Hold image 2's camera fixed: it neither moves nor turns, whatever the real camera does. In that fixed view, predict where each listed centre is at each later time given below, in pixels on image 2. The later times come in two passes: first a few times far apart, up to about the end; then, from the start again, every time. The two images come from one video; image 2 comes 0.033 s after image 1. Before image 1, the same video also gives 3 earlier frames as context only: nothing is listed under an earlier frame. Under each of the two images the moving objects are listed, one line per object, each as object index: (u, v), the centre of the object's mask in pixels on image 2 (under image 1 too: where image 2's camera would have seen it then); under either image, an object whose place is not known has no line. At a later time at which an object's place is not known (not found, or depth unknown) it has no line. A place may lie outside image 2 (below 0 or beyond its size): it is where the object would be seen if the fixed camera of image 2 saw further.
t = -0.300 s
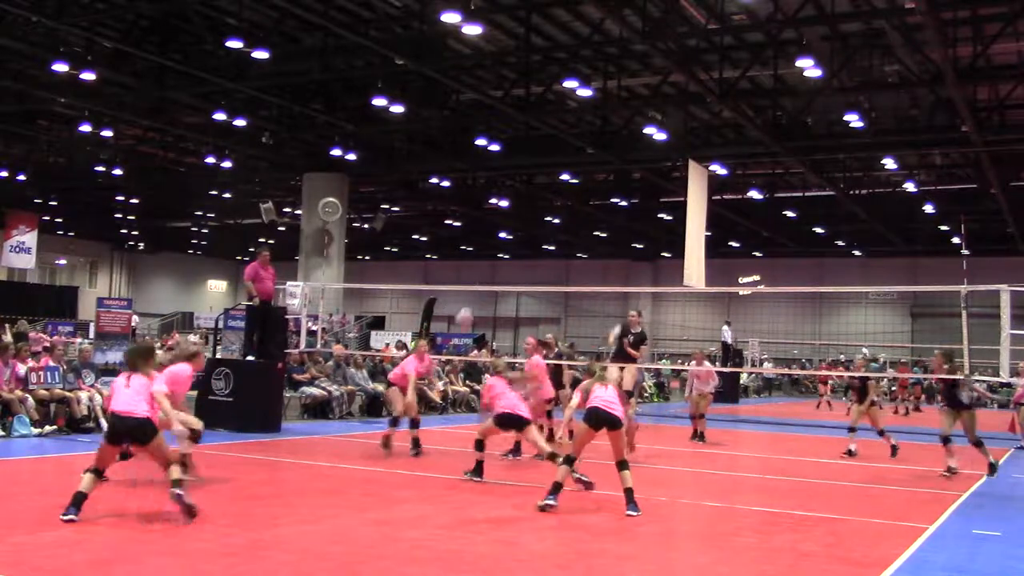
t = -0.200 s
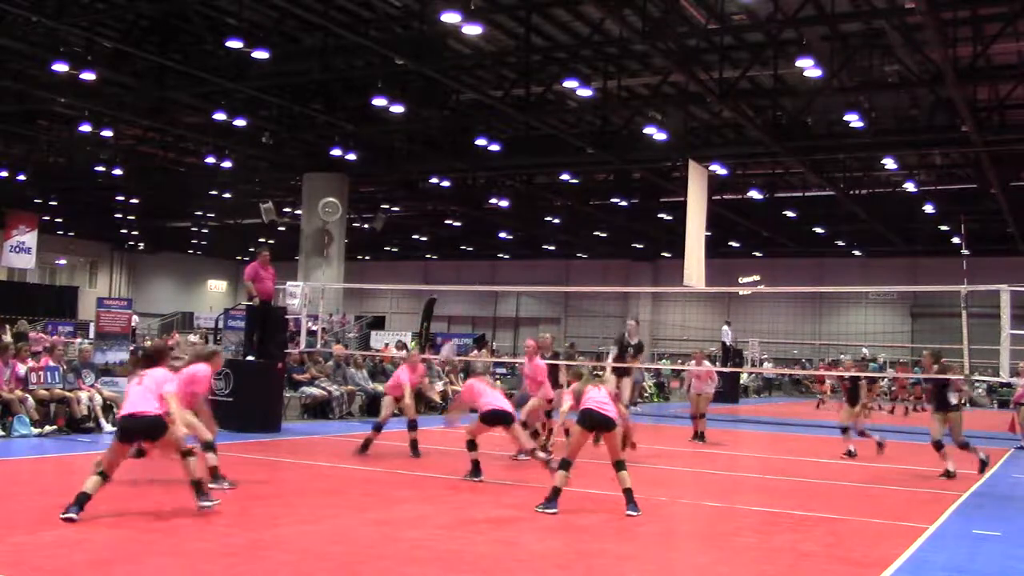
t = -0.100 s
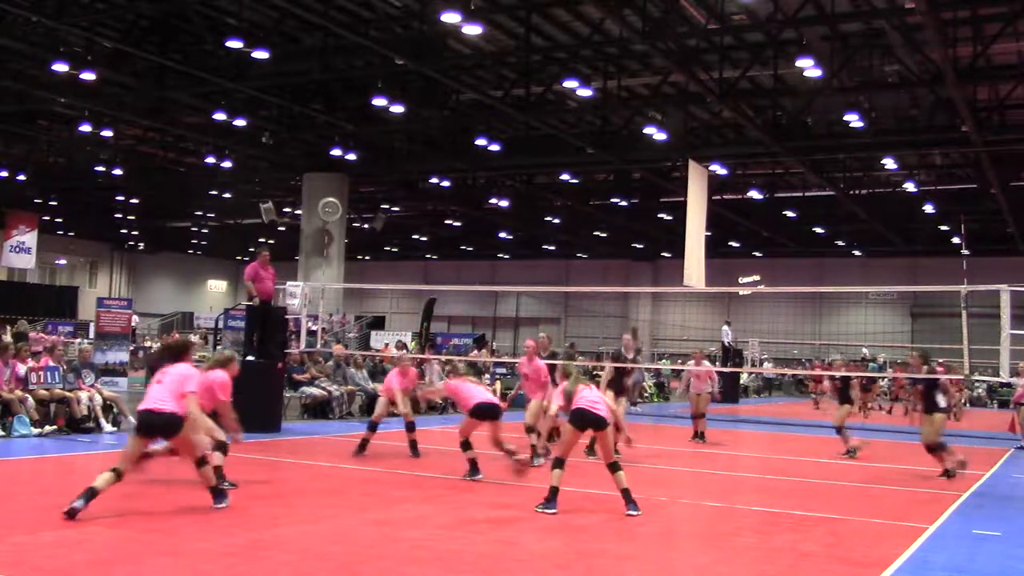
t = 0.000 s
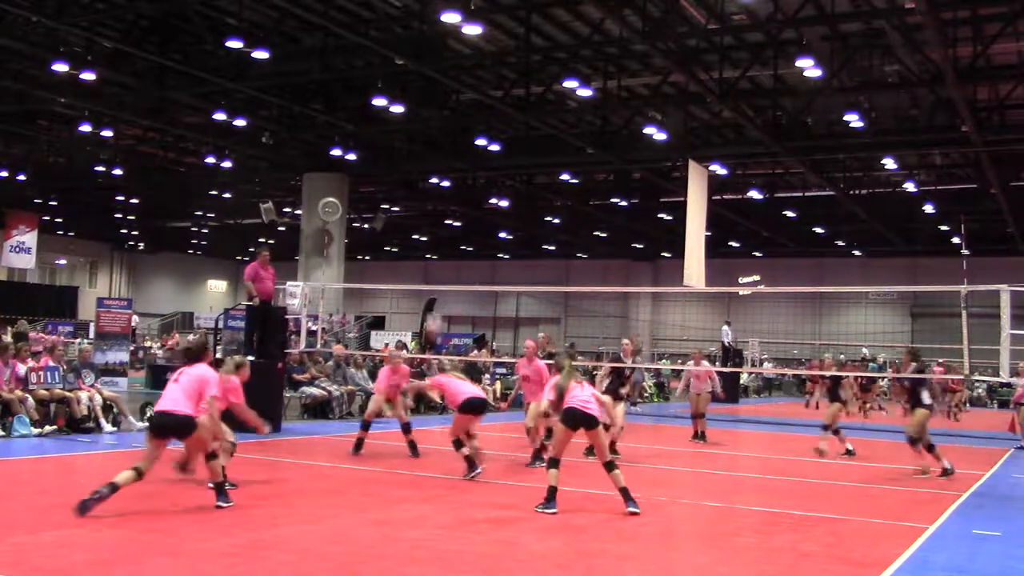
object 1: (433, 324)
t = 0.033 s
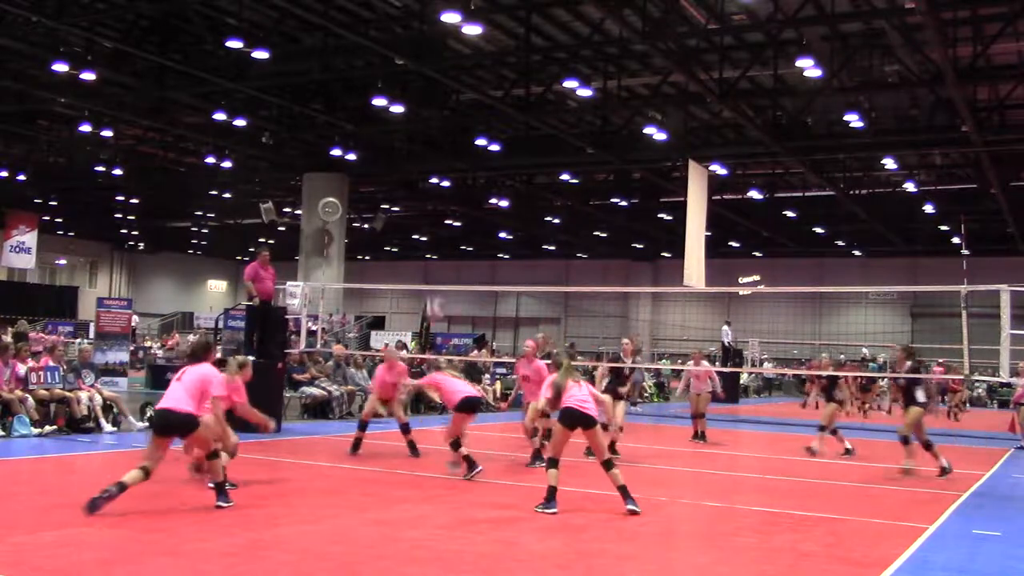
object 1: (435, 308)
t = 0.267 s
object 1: (434, 235)
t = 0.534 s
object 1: (432, 207)
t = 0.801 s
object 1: (429, 234)
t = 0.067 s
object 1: (433, 295)
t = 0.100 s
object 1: (433, 281)
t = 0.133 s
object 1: (434, 271)
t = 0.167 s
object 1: (434, 260)
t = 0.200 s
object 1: (434, 250)
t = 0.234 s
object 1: (434, 243)
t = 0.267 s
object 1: (434, 235)
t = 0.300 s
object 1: (433, 228)
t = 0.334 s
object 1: (433, 222)
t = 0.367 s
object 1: (433, 217)
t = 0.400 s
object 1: (433, 213)
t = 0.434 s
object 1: (433, 210)
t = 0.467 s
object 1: (433, 208)
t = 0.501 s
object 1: (432, 207)
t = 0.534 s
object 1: (432, 207)
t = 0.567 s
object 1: (432, 208)
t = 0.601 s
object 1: (432, 208)
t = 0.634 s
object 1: (431, 210)
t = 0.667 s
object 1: (431, 214)
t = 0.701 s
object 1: (431, 217)
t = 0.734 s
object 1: (430, 222)
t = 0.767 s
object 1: (430, 227)
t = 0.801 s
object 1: (429, 234)
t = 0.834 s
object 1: (429, 241)
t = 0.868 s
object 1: (428, 248)
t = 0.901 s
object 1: (427, 258)
